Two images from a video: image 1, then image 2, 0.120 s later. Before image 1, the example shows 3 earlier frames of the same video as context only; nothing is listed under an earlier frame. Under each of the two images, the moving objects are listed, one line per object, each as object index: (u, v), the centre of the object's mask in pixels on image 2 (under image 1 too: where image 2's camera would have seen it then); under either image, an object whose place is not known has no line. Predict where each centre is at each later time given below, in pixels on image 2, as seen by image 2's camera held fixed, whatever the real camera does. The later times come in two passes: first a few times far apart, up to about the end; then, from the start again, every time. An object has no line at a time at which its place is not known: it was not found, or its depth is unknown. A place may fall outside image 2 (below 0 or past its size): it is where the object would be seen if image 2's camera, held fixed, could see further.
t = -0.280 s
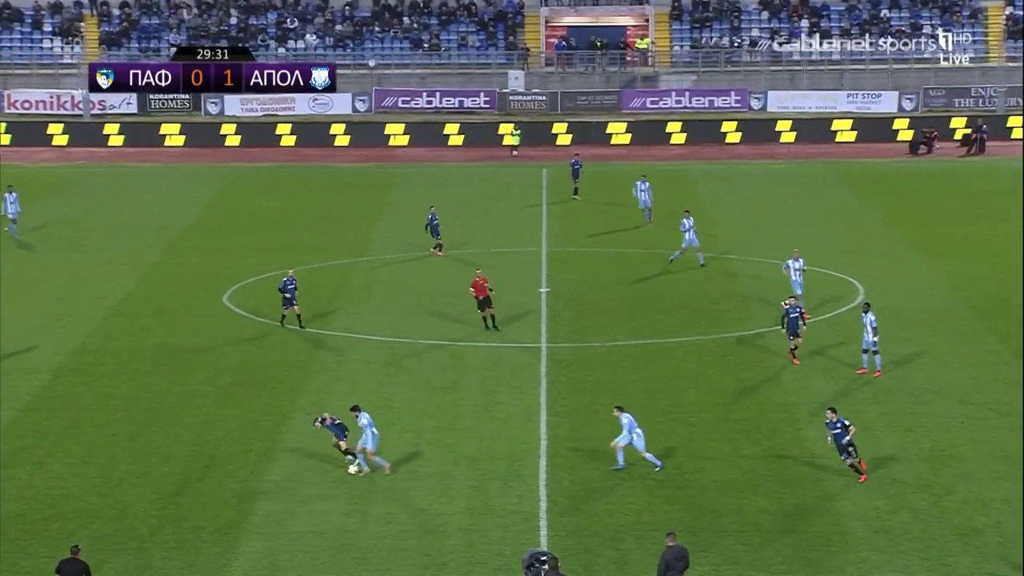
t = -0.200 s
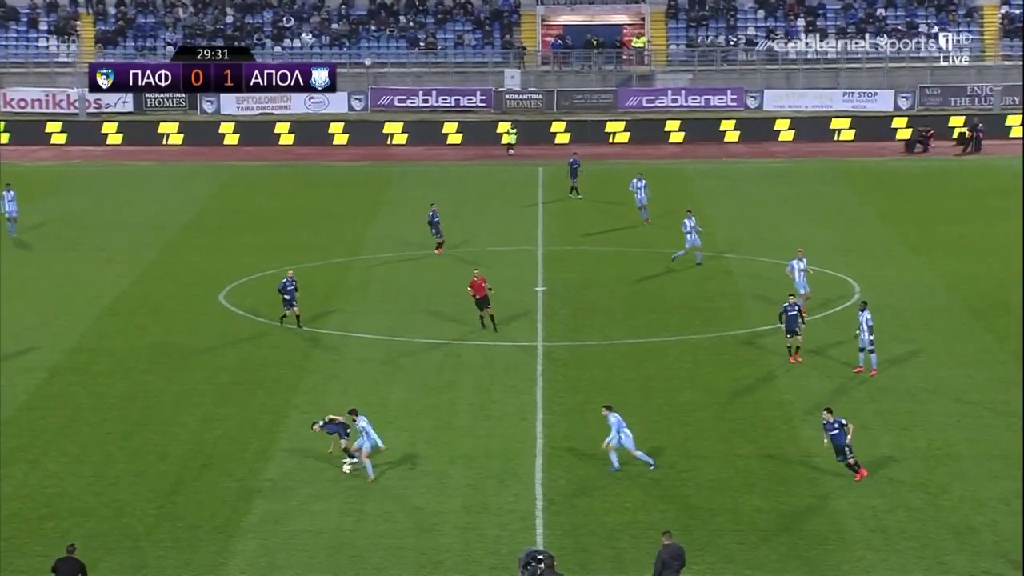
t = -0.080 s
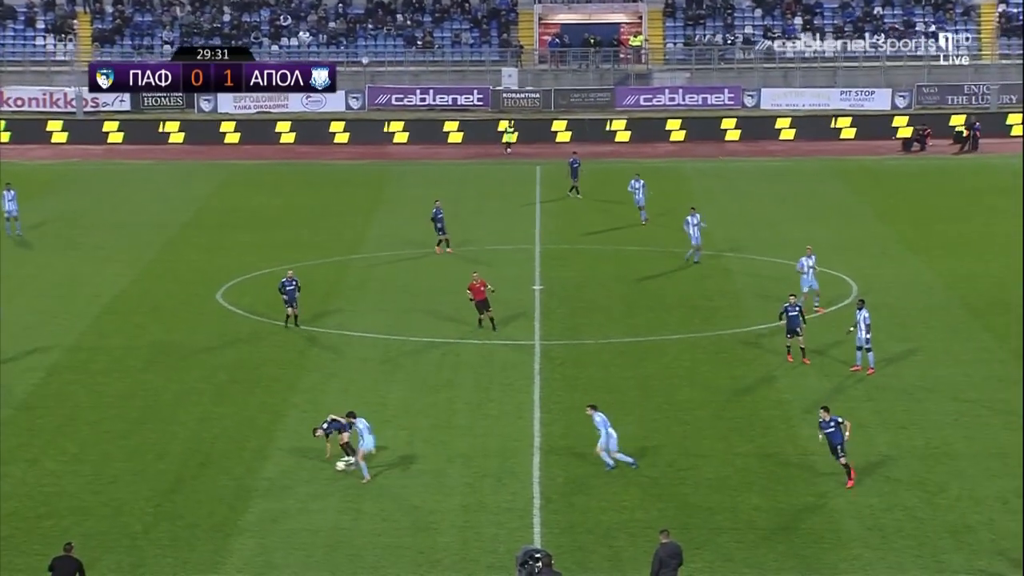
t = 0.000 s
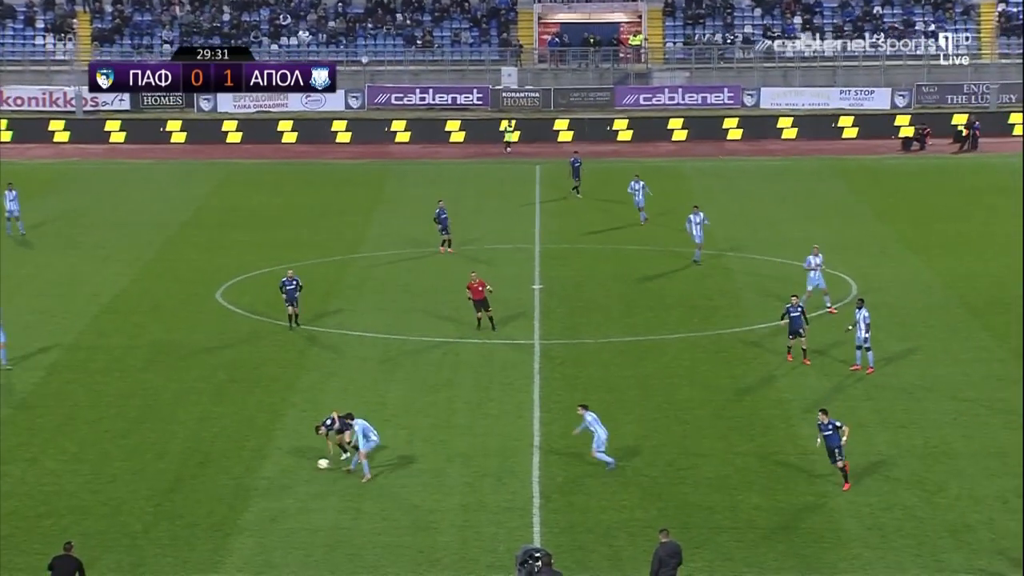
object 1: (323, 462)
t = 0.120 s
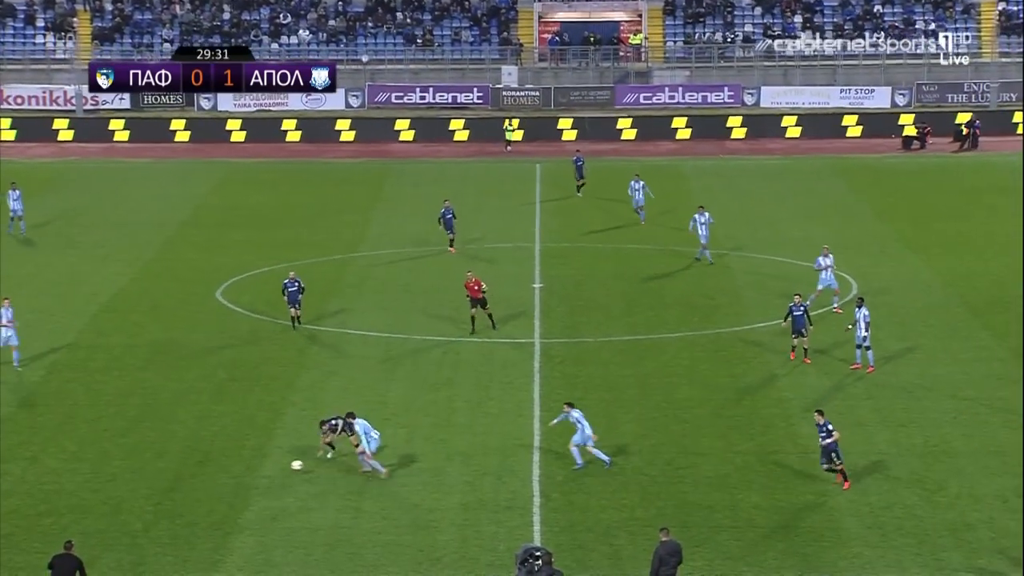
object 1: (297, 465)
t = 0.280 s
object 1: (261, 477)
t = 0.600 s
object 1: (205, 485)
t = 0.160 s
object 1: (288, 467)
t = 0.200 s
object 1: (279, 470)
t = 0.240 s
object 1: (270, 474)
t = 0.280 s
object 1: (261, 477)
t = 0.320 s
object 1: (254, 477)
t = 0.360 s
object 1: (247, 477)
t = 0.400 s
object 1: (239, 477)
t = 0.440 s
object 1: (232, 479)
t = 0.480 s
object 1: (225, 482)
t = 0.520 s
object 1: (218, 484)
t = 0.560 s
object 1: (211, 486)
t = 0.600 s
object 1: (205, 485)
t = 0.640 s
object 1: (199, 486)
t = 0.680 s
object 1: (193, 488)
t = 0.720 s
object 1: (187, 490)
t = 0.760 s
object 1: (181, 492)
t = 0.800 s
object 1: (176, 493)
